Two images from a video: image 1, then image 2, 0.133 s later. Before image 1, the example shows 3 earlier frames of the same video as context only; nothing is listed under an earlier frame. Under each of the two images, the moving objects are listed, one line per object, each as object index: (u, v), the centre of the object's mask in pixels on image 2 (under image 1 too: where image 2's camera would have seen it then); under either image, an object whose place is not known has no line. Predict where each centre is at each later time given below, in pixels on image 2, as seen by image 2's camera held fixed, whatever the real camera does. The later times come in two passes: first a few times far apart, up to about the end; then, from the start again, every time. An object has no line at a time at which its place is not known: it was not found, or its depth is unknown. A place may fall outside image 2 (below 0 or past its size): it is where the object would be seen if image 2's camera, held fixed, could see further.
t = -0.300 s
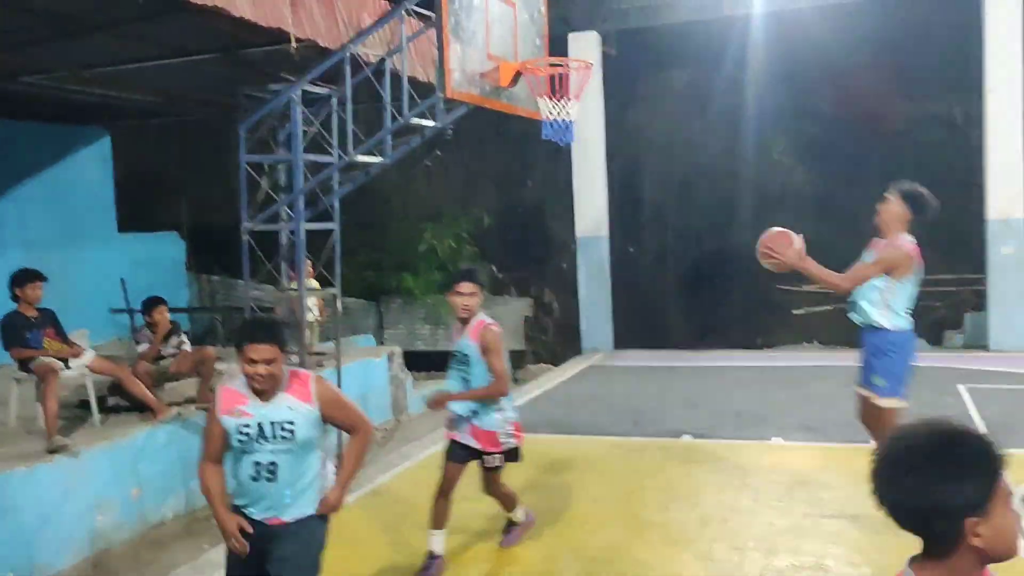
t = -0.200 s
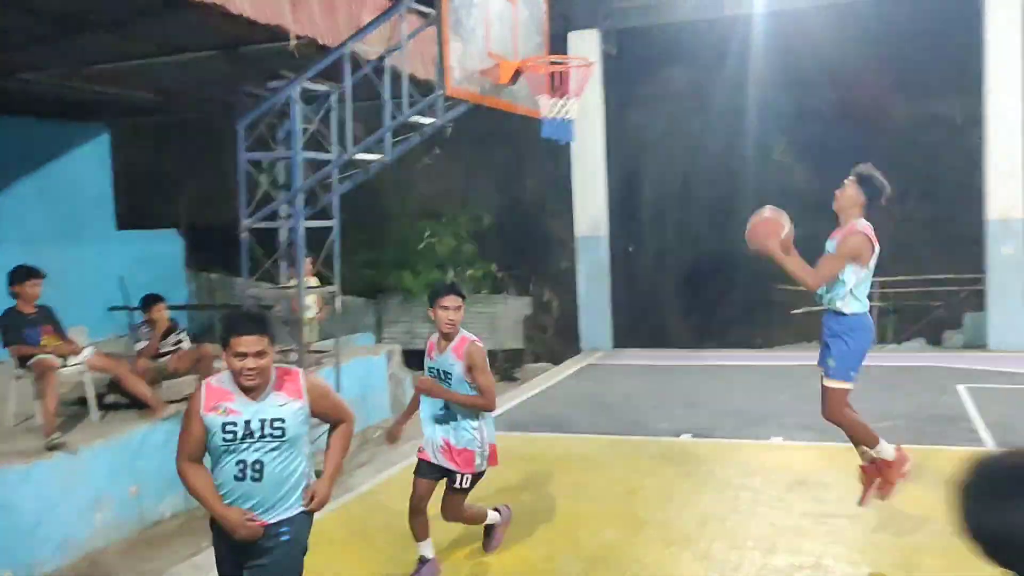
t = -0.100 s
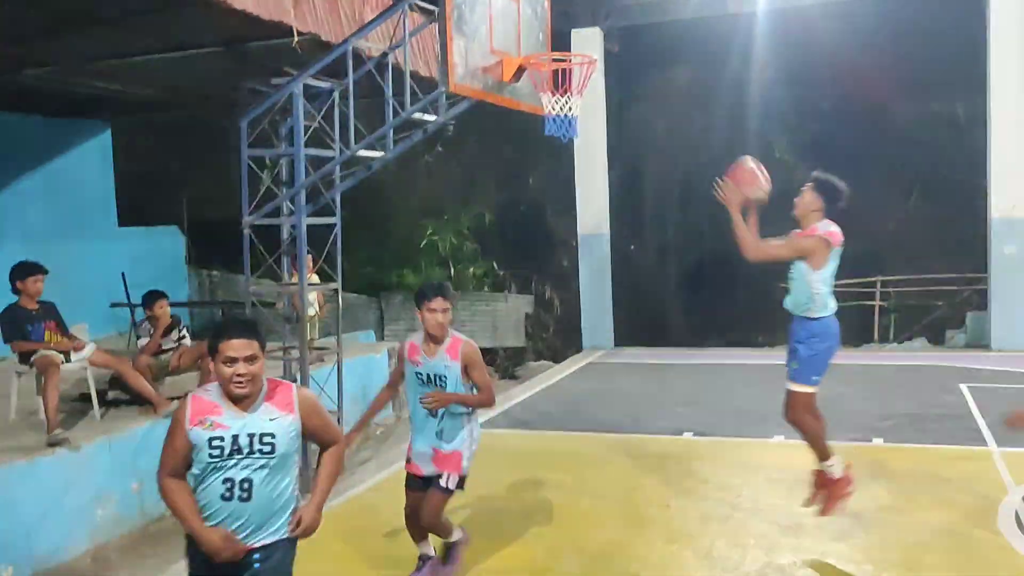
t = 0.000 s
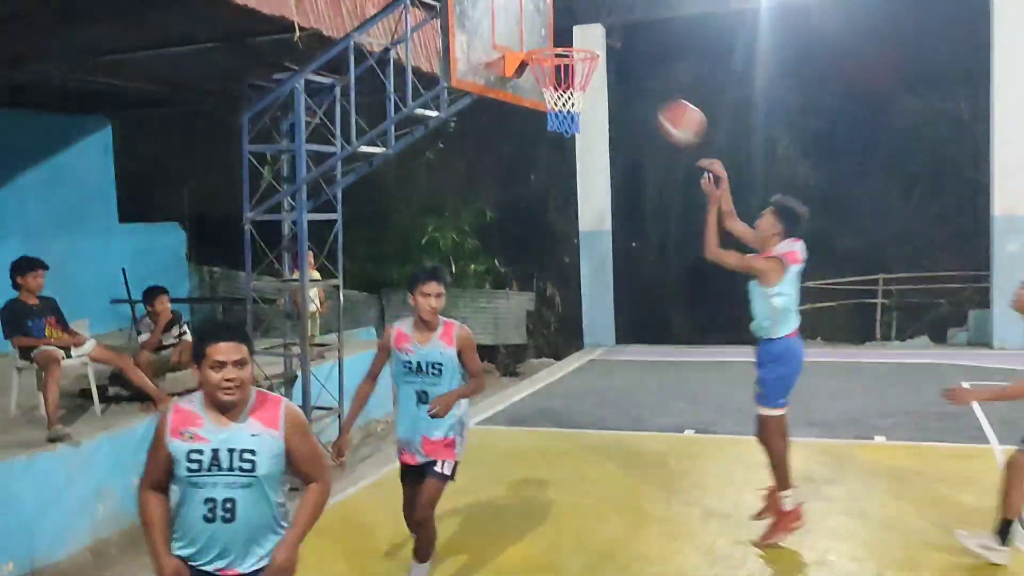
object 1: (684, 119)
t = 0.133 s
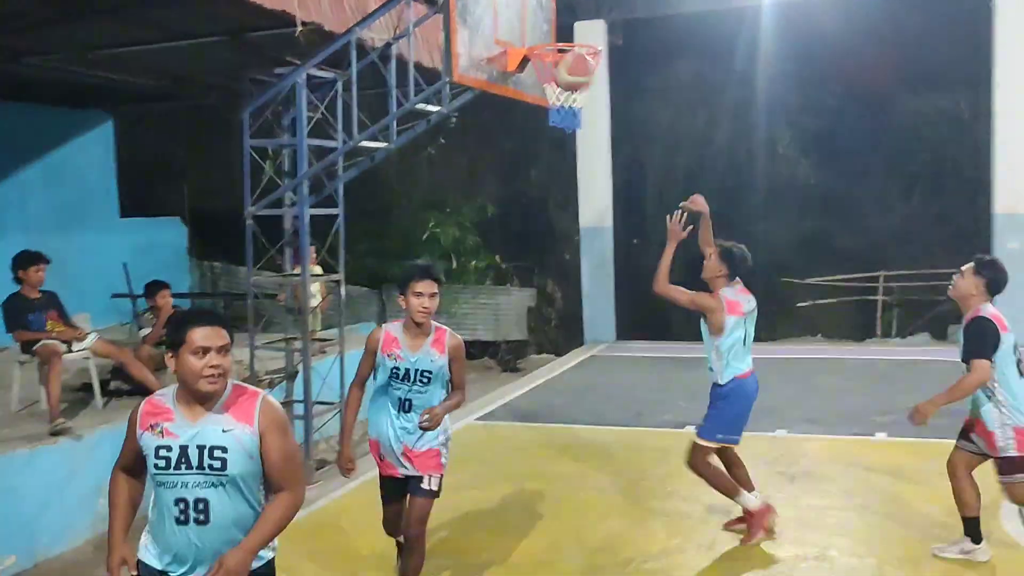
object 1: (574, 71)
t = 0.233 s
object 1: (497, 56)
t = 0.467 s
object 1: (605, 85)
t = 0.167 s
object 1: (550, 66)
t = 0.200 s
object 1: (526, 62)
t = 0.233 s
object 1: (497, 56)
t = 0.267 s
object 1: (499, 55)
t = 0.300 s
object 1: (516, 55)
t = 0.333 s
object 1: (532, 58)
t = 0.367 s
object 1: (550, 62)
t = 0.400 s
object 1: (566, 66)
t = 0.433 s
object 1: (584, 73)
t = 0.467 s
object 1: (605, 85)
